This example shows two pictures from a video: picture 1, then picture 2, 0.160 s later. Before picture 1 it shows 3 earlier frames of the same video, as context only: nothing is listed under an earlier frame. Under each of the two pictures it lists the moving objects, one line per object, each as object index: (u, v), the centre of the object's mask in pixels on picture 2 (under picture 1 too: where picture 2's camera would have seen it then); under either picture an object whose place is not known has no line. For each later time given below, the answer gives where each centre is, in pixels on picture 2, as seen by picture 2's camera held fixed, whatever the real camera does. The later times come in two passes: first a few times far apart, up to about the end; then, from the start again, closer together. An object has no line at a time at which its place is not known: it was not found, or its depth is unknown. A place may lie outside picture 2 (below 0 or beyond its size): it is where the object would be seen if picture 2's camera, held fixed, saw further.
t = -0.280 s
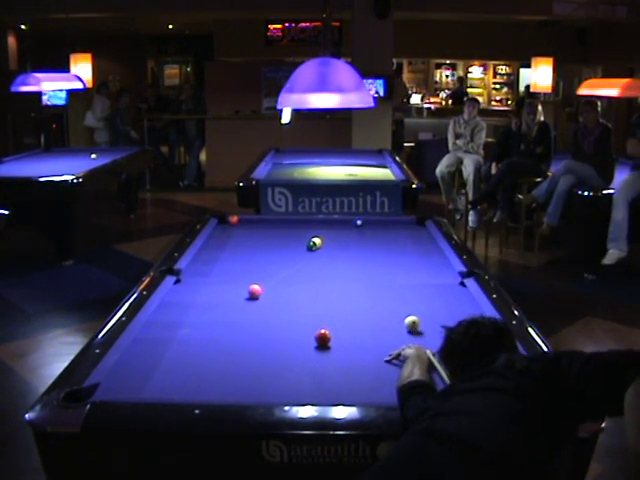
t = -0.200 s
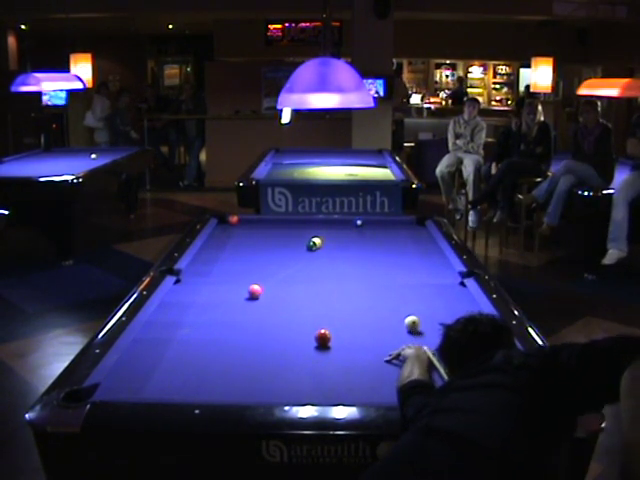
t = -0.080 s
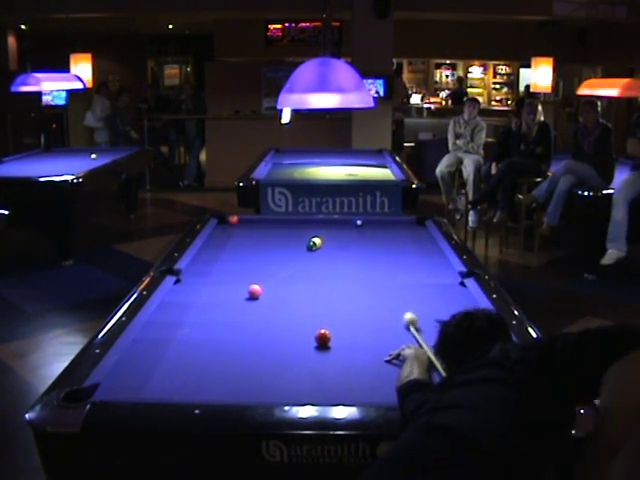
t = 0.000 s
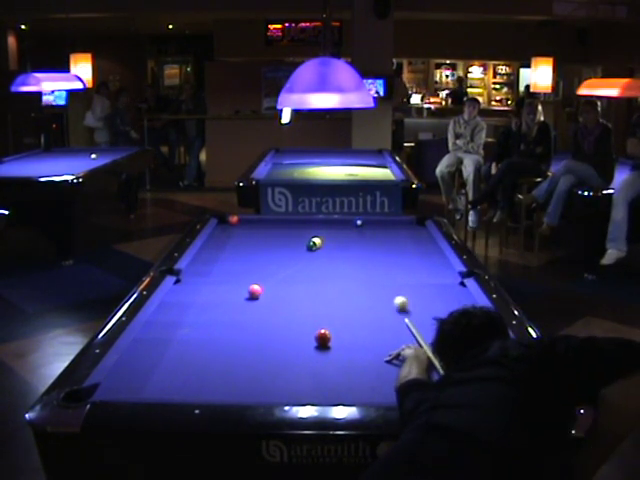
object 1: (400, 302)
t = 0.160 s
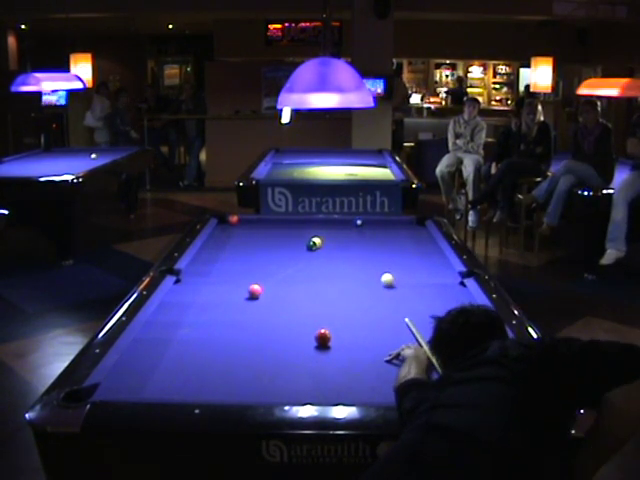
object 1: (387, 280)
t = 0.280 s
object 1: (381, 268)
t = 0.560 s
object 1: (371, 251)
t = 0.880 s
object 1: (361, 235)
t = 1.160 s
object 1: (355, 223)
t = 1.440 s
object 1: (338, 220)
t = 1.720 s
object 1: (326, 223)
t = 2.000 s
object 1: (315, 225)
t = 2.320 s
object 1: (302, 227)
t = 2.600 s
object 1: (292, 229)
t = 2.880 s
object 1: (283, 231)
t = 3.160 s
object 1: (275, 232)
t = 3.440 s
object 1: (267, 234)
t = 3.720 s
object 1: (261, 235)
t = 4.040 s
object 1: (255, 236)
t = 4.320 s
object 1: (250, 237)
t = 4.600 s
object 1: (247, 238)
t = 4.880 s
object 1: (245, 238)
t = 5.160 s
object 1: (244, 239)
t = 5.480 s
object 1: (243, 239)
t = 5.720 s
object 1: (244, 239)
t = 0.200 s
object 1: (385, 275)
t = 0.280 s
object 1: (381, 268)
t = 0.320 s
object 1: (380, 266)
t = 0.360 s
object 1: (378, 263)
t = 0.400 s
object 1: (377, 260)
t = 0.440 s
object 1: (375, 258)
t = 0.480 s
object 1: (374, 256)
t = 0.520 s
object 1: (372, 253)
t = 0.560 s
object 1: (371, 251)
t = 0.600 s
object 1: (370, 249)
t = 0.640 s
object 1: (368, 247)
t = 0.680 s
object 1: (367, 245)
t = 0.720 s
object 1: (366, 242)
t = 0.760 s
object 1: (365, 241)
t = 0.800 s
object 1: (363, 238)
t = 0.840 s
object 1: (362, 237)
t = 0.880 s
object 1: (361, 235)
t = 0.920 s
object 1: (360, 233)
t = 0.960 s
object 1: (359, 232)
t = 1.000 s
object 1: (358, 230)
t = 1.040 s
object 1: (357, 228)
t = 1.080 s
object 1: (356, 227)
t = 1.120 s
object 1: (355, 225)
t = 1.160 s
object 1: (355, 223)
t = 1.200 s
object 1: (352, 223)
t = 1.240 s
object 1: (349, 222)
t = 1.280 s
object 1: (346, 222)
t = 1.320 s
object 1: (344, 221)
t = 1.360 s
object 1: (342, 221)
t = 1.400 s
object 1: (339, 220)
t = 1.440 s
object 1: (338, 220)
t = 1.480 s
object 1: (336, 220)
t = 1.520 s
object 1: (334, 221)
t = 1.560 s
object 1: (333, 221)
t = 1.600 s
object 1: (331, 222)
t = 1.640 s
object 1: (329, 222)
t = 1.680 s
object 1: (328, 222)
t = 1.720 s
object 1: (326, 223)
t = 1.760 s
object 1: (324, 223)
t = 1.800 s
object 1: (323, 223)
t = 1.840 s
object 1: (321, 224)
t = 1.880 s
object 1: (319, 224)
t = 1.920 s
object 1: (318, 224)
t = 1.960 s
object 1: (316, 224)
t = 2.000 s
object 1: (315, 225)
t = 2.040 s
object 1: (313, 225)
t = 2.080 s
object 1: (311, 225)
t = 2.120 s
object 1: (310, 226)
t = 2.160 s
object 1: (308, 226)
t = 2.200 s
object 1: (307, 226)
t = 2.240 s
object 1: (305, 227)
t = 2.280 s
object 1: (304, 227)
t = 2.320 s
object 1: (302, 227)
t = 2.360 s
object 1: (301, 227)
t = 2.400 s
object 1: (299, 227)
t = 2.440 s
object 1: (298, 228)
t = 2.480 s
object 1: (297, 228)
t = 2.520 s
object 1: (295, 228)
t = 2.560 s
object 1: (294, 229)
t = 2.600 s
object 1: (292, 229)
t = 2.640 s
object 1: (291, 229)
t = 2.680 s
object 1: (290, 230)
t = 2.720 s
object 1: (288, 229)
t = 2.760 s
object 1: (287, 230)
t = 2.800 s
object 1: (286, 230)
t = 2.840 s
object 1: (284, 230)
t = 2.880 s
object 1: (283, 231)
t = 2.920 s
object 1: (282, 231)
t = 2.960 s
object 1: (281, 231)
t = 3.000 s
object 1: (279, 232)
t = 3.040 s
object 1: (278, 232)
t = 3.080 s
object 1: (277, 232)
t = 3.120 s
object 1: (276, 232)
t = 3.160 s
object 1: (275, 232)
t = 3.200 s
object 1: (274, 233)
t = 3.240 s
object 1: (273, 233)
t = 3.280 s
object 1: (271, 232)
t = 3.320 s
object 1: (270, 233)
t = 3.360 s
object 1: (269, 233)
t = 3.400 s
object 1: (269, 233)
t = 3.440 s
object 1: (267, 234)
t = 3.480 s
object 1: (266, 234)
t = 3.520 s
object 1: (265, 234)
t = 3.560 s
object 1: (265, 234)
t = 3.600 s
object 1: (264, 234)
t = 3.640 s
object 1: (263, 234)
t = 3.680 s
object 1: (262, 235)
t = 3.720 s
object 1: (261, 235)
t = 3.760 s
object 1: (260, 235)
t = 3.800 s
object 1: (259, 235)
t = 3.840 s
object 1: (259, 235)
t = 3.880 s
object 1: (258, 236)
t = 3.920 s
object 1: (257, 236)
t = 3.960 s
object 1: (256, 236)
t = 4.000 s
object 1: (255, 236)
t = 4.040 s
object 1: (255, 236)
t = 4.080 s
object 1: (254, 236)
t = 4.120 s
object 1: (253, 236)
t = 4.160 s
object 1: (253, 236)
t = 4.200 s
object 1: (252, 237)
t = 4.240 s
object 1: (251, 237)
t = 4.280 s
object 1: (251, 237)
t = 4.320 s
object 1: (250, 237)
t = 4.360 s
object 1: (249, 237)
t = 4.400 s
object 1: (249, 237)
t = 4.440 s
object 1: (248, 237)
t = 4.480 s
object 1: (248, 238)
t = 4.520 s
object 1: (247, 238)
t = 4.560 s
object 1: (247, 237)
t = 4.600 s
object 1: (247, 238)
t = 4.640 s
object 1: (246, 238)
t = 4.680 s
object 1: (246, 238)
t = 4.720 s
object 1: (246, 238)
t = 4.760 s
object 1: (246, 238)
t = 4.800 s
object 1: (245, 238)
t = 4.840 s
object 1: (245, 238)
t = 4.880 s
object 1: (245, 238)
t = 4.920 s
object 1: (244, 238)
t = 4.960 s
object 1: (244, 238)
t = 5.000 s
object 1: (244, 238)
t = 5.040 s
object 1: (244, 238)
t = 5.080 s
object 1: (244, 239)
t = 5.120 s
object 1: (244, 239)
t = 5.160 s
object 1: (244, 239)
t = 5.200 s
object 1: (243, 239)
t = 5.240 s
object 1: (244, 239)
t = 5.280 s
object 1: (244, 239)
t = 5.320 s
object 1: (243, 239)
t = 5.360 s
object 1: (243, 239)
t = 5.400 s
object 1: (243, 239)
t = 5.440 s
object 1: (244, 239)
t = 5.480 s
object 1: (243, 239)
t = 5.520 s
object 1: (243, 239)
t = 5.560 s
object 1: (243, 239)
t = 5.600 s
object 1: (243, 239)
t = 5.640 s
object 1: (243, 239)
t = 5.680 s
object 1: (244, 239)
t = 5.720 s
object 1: (244, 239)
